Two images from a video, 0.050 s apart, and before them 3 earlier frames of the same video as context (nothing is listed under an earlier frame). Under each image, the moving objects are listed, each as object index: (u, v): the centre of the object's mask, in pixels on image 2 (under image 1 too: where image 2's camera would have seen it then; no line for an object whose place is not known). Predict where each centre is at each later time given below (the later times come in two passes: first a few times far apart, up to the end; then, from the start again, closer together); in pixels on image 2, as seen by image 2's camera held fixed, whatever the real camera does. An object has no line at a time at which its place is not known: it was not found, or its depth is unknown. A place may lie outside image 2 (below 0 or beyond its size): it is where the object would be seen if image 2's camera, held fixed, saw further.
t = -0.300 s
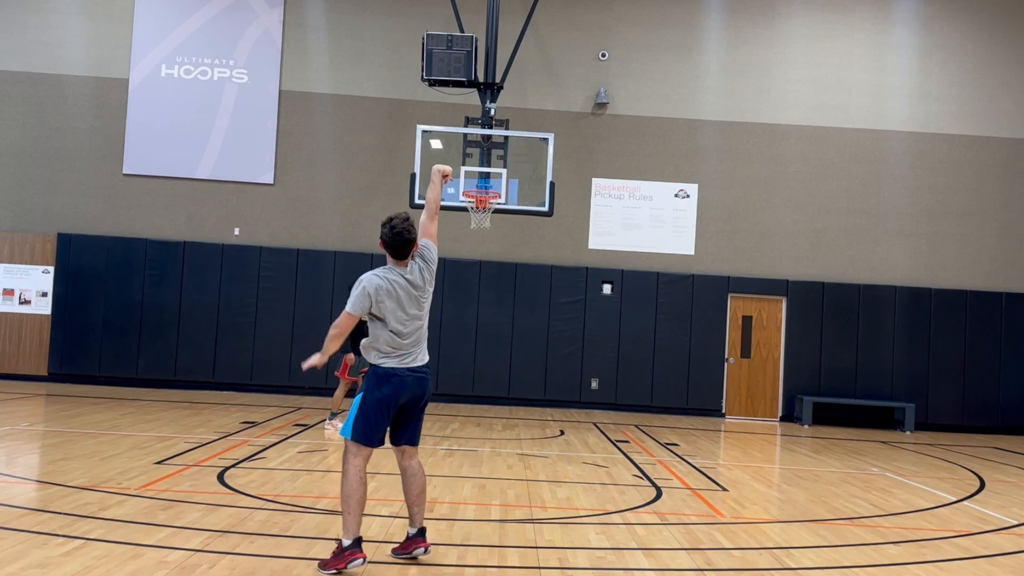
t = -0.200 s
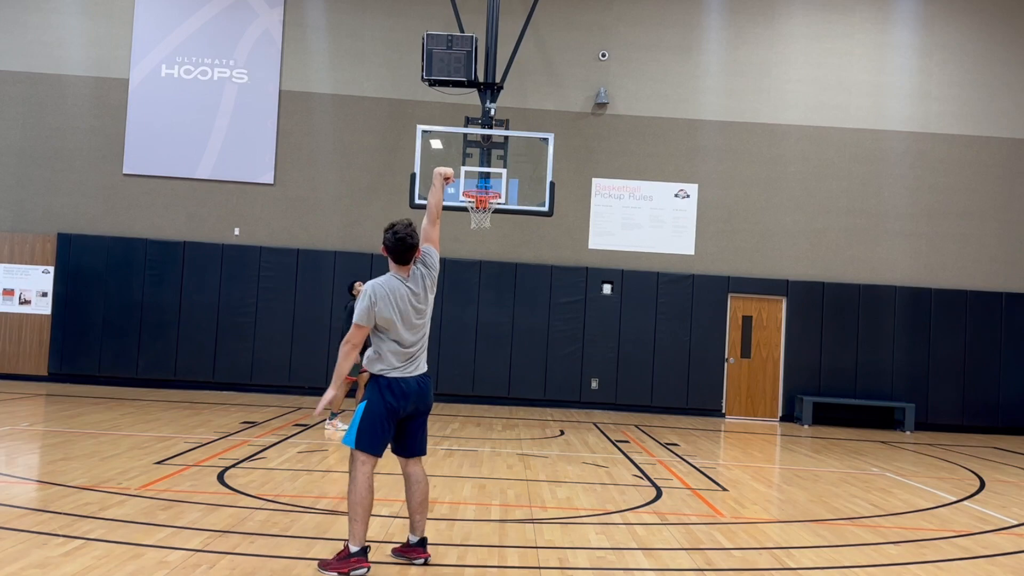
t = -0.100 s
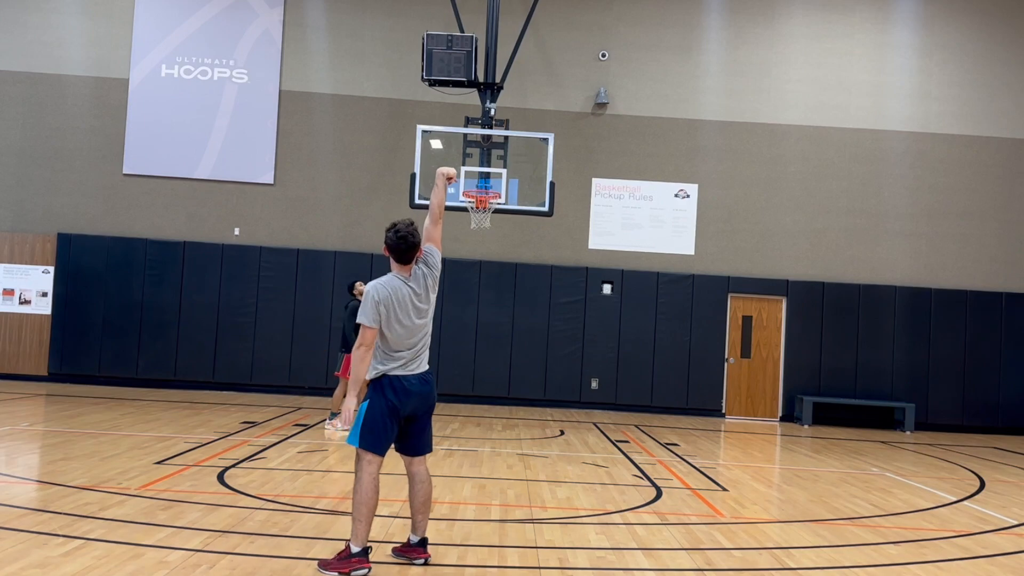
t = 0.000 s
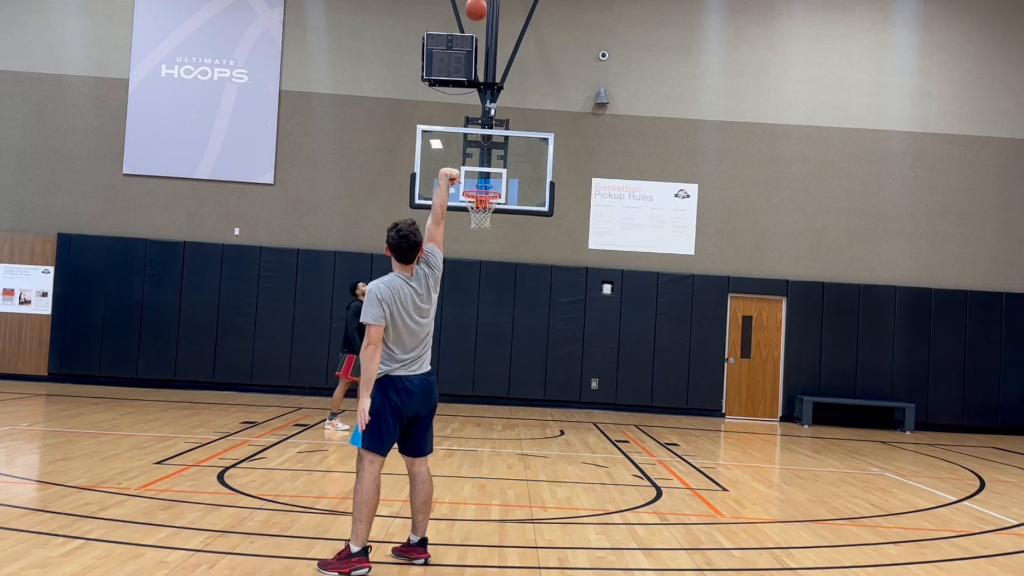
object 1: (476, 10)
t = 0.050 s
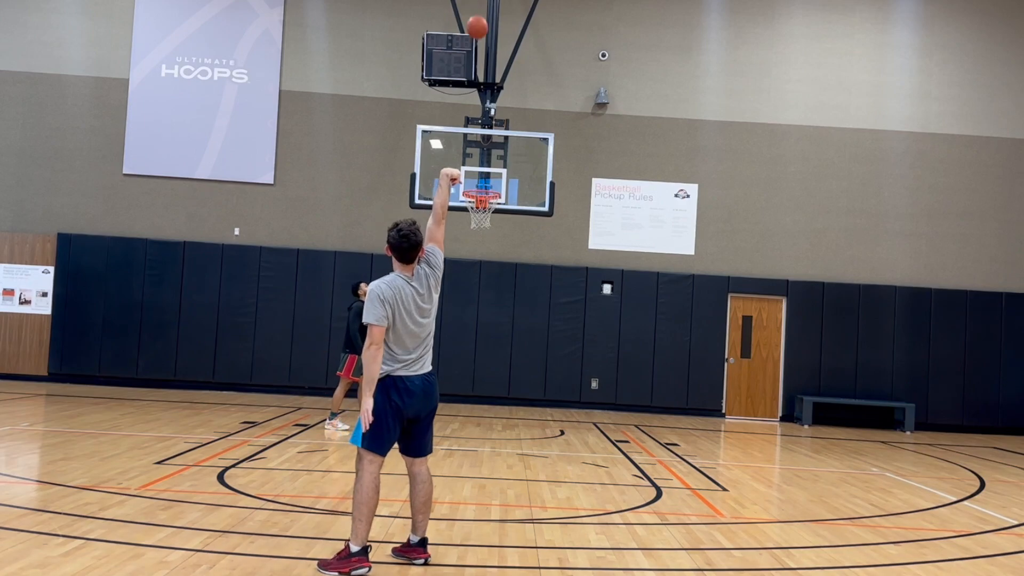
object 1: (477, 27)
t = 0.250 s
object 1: (479, 112)
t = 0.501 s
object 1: (481, 219)
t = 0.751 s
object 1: (483, 275)
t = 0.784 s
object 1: (483, 286)
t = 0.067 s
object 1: (477, 34)
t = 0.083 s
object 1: (478, 40)
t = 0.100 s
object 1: (478, 47)
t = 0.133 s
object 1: (478, 60)
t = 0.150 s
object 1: (478, 67)
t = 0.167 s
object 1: (479, 75)
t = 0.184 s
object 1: (479, 82)
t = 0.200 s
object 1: (479, 89)
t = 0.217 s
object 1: (479, 96)
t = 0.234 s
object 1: (479, 104)
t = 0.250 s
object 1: (479, 112)
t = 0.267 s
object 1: (480, 119)
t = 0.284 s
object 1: (480, 127)
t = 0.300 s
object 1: (481, 135)
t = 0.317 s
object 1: (480, 143)
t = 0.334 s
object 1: (481, 150)
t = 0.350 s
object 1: (481, 159)
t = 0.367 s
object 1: (481, 167)
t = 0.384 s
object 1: (481, 176)
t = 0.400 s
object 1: (481, 183)
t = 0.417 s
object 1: (481, 196)
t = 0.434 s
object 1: (481, 201)
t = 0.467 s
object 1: (481, 214)
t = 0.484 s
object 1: (481, 218)
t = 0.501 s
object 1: (481, 219)
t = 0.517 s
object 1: (481, 222)
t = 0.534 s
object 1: (481, 225)
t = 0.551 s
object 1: (481, 228)
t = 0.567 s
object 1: (482, 231)
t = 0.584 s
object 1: (482, 234)
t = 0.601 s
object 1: (482, 237)
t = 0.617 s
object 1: (482, 241)
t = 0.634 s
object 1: (482, 244)
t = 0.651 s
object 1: (482, 248)
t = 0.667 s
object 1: (482, 253)
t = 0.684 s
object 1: (483, 257)
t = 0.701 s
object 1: (482, 261)
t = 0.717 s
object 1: (483, 266)
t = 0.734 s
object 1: (483, 271)
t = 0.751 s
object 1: (483, 275)
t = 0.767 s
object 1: (483, 281)
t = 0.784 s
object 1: (483, 286)
